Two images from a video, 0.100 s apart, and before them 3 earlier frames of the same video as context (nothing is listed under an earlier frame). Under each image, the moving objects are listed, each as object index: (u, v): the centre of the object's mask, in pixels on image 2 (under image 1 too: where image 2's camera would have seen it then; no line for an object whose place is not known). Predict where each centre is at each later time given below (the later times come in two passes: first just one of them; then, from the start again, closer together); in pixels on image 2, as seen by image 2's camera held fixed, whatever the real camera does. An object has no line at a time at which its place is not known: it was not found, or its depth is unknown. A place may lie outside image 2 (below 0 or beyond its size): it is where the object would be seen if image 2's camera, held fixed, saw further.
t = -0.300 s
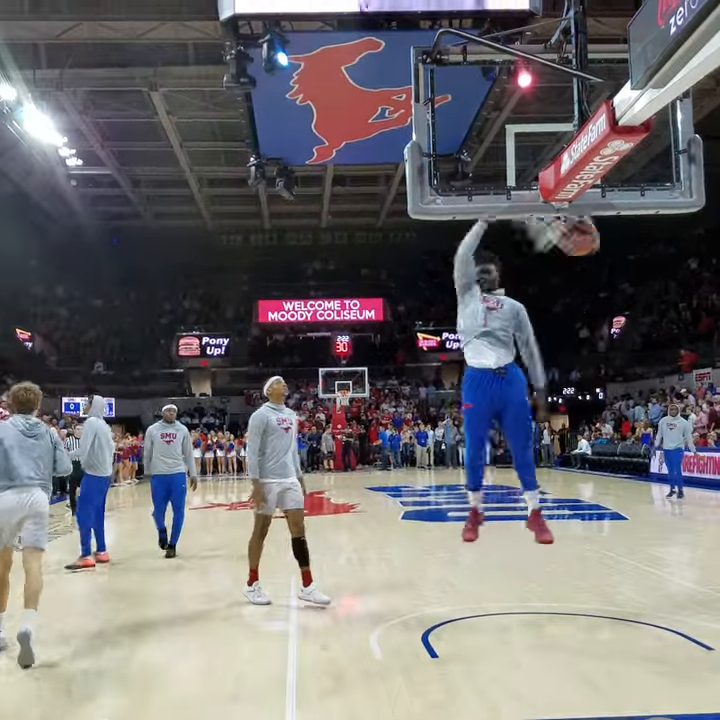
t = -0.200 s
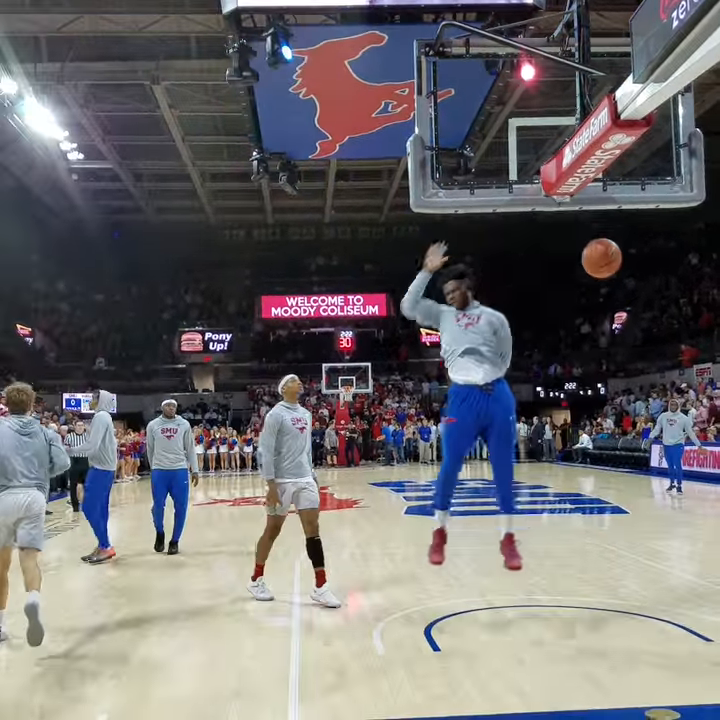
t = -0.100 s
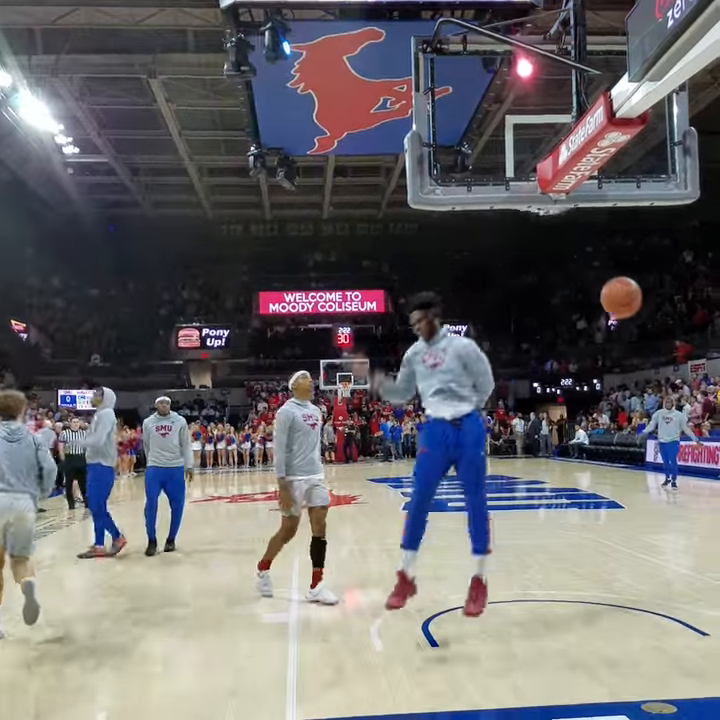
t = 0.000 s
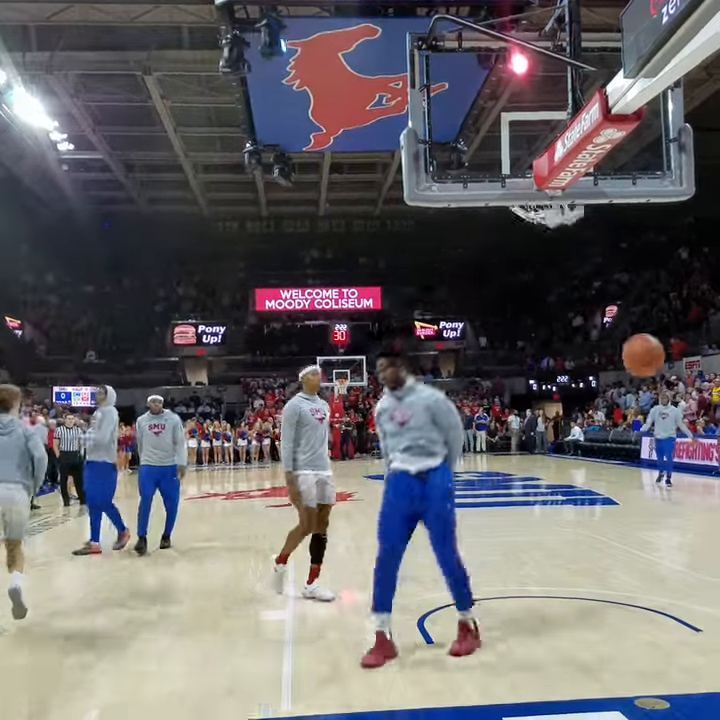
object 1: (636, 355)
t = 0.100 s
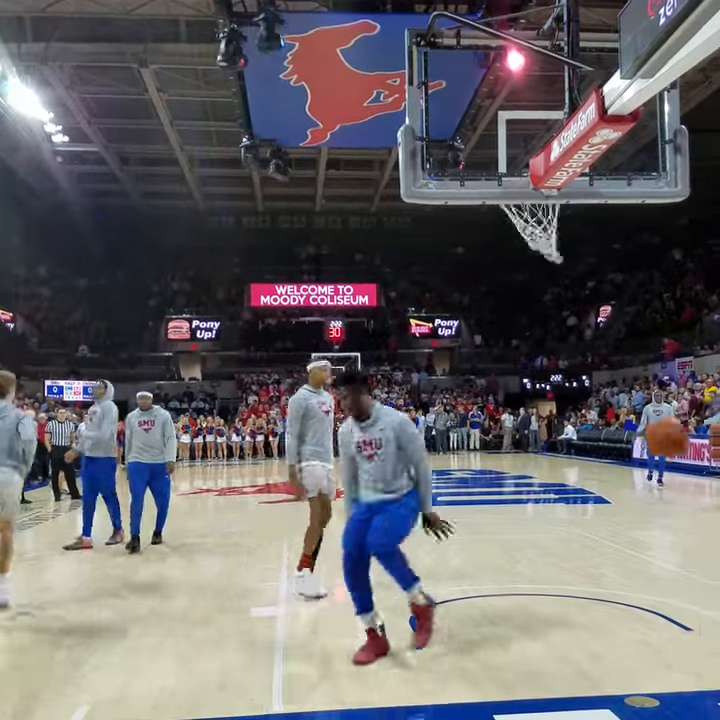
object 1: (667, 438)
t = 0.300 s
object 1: (721, 638)
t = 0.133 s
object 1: (676, 470)
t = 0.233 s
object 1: (709, 587)
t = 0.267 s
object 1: (721, 632)
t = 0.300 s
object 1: (721, 638)
